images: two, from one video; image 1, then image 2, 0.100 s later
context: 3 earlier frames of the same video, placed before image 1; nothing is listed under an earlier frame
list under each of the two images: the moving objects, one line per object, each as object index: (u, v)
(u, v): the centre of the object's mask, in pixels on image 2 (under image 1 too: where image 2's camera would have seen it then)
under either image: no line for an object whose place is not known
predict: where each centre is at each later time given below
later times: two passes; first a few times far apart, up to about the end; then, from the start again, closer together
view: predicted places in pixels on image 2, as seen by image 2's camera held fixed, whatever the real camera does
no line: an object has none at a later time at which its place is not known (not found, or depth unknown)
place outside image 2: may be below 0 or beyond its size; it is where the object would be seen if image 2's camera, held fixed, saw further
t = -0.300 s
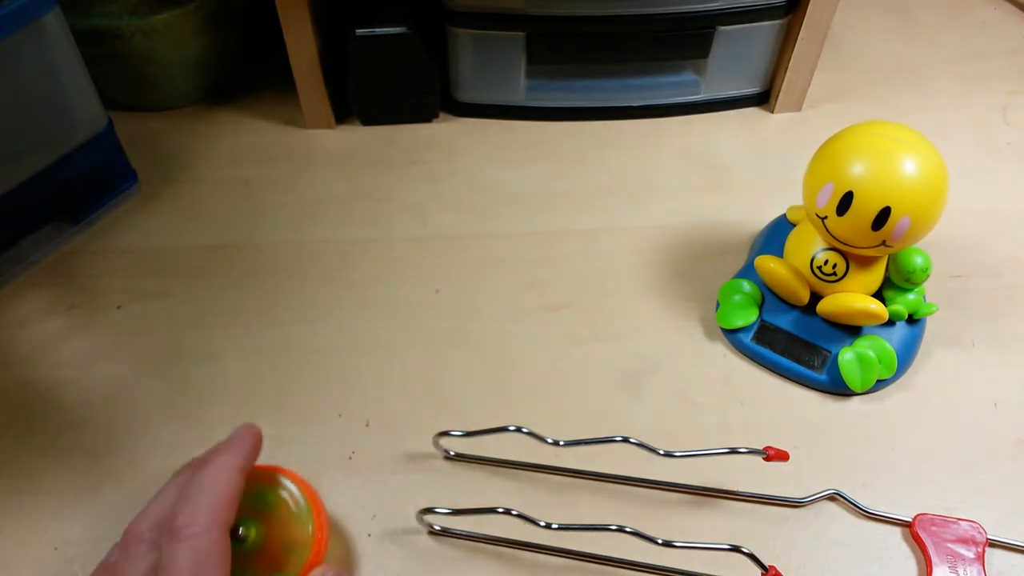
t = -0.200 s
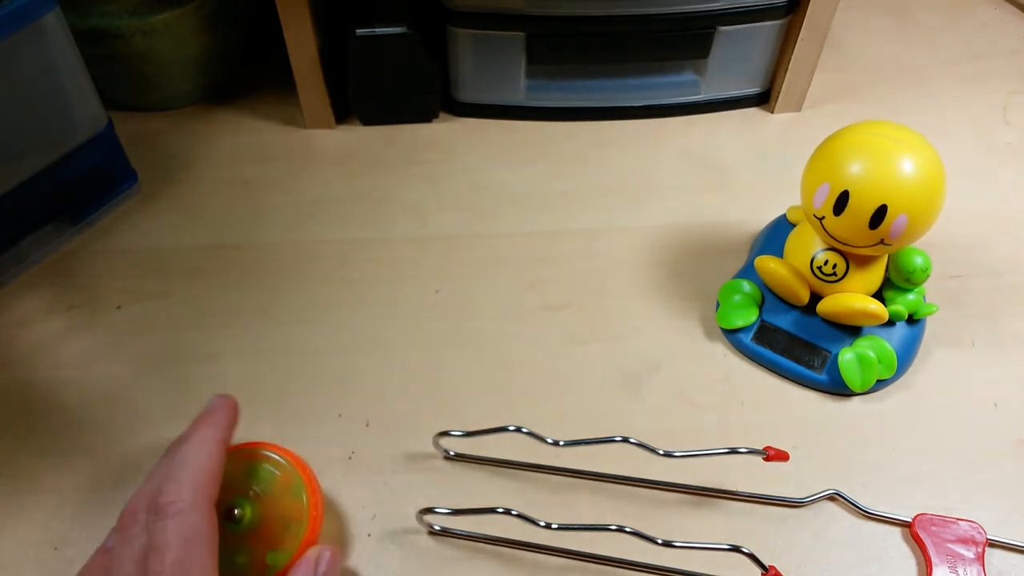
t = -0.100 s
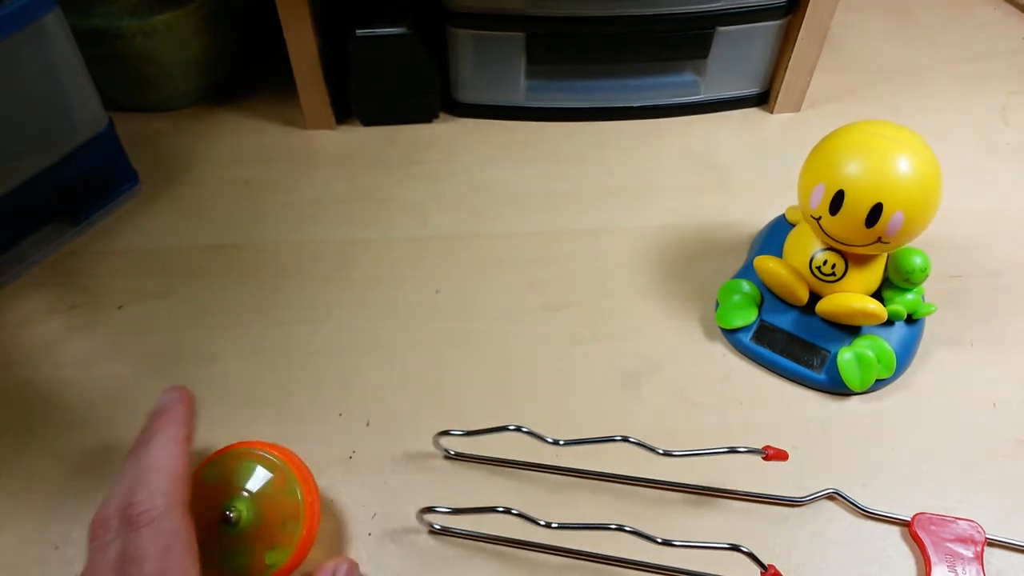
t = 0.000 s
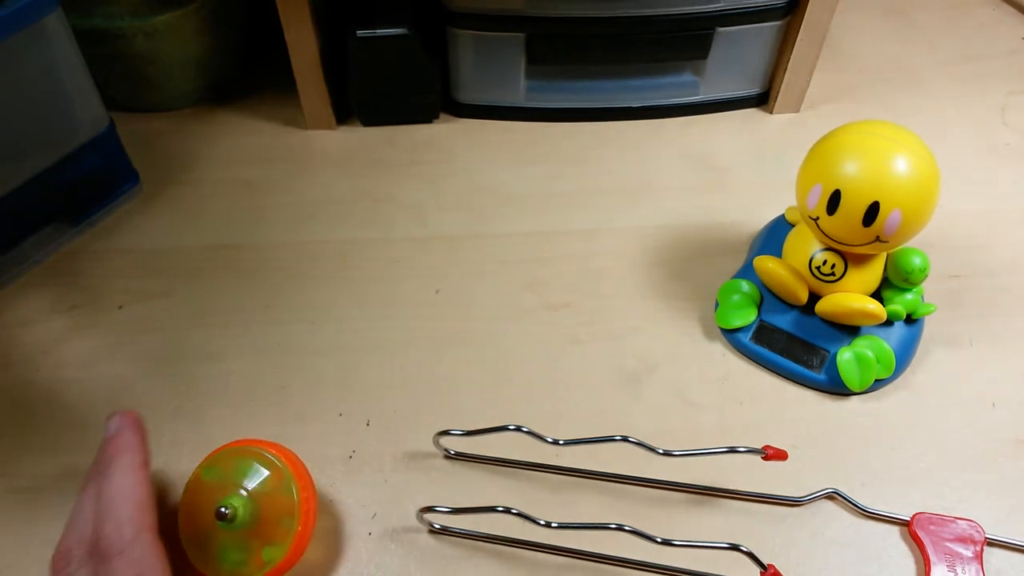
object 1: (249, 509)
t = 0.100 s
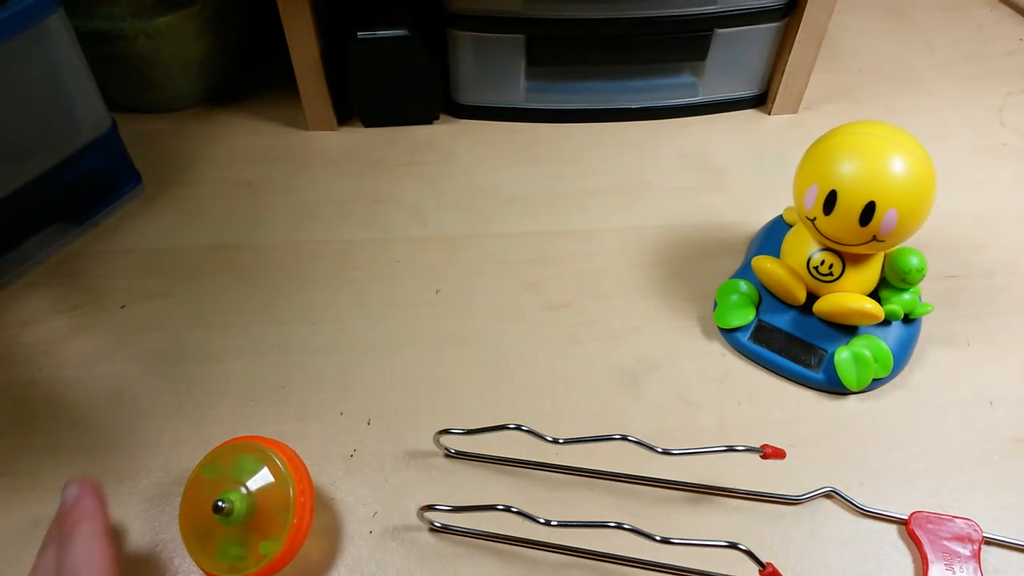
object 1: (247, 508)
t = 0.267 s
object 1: (242, 503)
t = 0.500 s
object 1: (244, 485)
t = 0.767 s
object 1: (270, 472)
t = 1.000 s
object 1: (282, 476)
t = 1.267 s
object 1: (278, 474)
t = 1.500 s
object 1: (263, 472)
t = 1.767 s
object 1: (243, 488)
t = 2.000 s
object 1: (241, 493)
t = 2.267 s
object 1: (253, 476)
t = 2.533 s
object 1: (270, 472)
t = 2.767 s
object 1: (273, 472)
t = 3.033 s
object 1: (262, 472)
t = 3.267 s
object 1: (248, 480)
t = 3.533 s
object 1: (244, 485)
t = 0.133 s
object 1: (246, 507)
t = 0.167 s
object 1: (245, 506)
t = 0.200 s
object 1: (244, 506)
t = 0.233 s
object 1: (243, 505)
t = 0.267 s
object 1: (242, 503)
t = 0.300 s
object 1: (242, 502)
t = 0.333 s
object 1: (241, 500)
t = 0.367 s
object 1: (241, 498)
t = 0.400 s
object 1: (241, 495)
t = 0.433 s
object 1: (242, 492)
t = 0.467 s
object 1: (243, 489)
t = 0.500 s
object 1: (244, 485)
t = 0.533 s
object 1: (247, 481)
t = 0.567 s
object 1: (250, 478)
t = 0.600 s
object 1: (253, 476)
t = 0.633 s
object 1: (257, 474)
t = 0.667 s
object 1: (260, 473)
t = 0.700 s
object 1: (264, 472)
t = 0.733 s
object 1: (267, 472)
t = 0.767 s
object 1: (270, 472)
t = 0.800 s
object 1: (273, 472)
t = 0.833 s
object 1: (275, 473)
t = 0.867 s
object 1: (277, 474)
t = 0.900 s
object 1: (279, 474)
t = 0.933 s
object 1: (280, 475)
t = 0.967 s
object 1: (281, 476)
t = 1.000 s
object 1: (282, 476)
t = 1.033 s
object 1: (282, 477)
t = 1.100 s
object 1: (282, 477)
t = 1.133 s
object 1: (282, 476)
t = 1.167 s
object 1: (281, 476)
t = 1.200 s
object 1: (280, 475)
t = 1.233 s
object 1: (279, 475)
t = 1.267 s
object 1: (278, 474)
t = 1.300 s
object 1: (277, 473)
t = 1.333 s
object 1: (275, 473)
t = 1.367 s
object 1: (273, 472)
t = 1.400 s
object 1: (271, 472)
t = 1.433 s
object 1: (269, 472)
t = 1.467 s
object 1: (266, 472)
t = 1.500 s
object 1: (263, 472)
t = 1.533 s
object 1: (260, 473)
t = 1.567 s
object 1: (257, 474)
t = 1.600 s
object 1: (254, 475)
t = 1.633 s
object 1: (251, 477)
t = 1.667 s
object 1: (249, 480)
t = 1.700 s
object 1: (246, 482)
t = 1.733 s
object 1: (245, 485)
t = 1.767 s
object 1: (243, 488)
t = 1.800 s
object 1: (242, 490)
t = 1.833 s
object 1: (242, 492)
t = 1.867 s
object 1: (241, 493)
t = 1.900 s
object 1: (241, 493)
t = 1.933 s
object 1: (241, 494)
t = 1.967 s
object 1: (241, 493)
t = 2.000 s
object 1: (241, 493)
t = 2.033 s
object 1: (242, 491)
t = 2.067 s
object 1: (242, 489)
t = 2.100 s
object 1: (243, 487)
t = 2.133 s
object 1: (244, 485)
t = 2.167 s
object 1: (245, 482)
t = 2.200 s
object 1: (248, 480)
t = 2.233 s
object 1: (250, 478)
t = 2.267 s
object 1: (253, 476)
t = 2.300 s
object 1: (255, 475)
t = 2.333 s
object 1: (258, 474)
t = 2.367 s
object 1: (260, 473)
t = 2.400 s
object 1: (262, 473)
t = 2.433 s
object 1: (264, 472)
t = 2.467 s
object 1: (266, 472)
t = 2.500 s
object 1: (268, 472)
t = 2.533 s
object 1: (270, 472)
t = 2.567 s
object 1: (271, 472)
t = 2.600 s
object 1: (272, 472)
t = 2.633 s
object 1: (273, 472)
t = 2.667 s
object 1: (274, 472)
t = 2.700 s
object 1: (274, 472)
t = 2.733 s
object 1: (274, 472)
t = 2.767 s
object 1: (273, 472)
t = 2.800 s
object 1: (272, 472)
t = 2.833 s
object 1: (271, 472)
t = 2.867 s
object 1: (269, 471)
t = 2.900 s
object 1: (268, 471)
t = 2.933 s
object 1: (266, 472)
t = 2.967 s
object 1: (265, 472)
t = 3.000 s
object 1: (263, 472)
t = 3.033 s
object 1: (262, 472)
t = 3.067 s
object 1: (260, 473)
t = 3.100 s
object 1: (258, 474)
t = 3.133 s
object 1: (256, 474)
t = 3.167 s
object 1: (254, 476)
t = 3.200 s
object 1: (252, 477)
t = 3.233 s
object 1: (250, 479)
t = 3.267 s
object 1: (248, 480)
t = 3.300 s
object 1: (246, 482)
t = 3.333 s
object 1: (245, 484)
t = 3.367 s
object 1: (244, 485)
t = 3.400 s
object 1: (244, 486)
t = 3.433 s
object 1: (244, 486)
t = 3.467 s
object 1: (244, 486)
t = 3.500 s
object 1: (244, 486)
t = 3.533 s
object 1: (244, 485)
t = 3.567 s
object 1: (245, 484)
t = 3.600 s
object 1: (246, 482)
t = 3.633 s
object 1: (248, 480)
